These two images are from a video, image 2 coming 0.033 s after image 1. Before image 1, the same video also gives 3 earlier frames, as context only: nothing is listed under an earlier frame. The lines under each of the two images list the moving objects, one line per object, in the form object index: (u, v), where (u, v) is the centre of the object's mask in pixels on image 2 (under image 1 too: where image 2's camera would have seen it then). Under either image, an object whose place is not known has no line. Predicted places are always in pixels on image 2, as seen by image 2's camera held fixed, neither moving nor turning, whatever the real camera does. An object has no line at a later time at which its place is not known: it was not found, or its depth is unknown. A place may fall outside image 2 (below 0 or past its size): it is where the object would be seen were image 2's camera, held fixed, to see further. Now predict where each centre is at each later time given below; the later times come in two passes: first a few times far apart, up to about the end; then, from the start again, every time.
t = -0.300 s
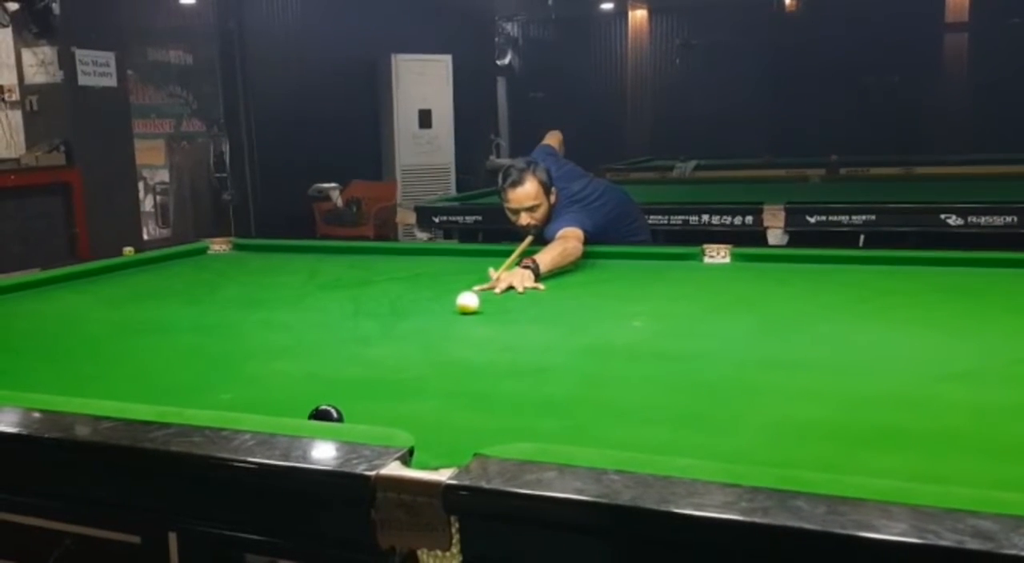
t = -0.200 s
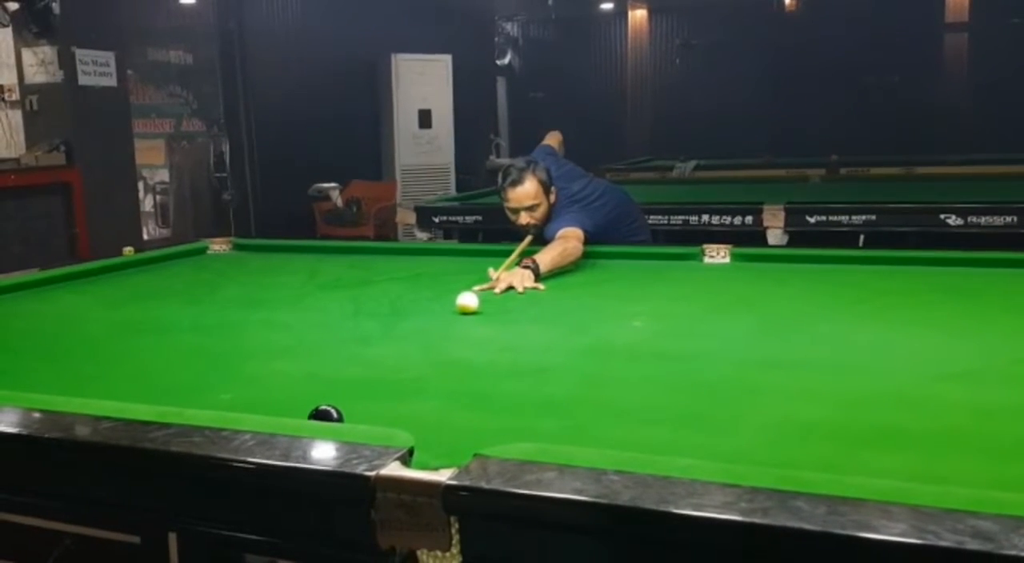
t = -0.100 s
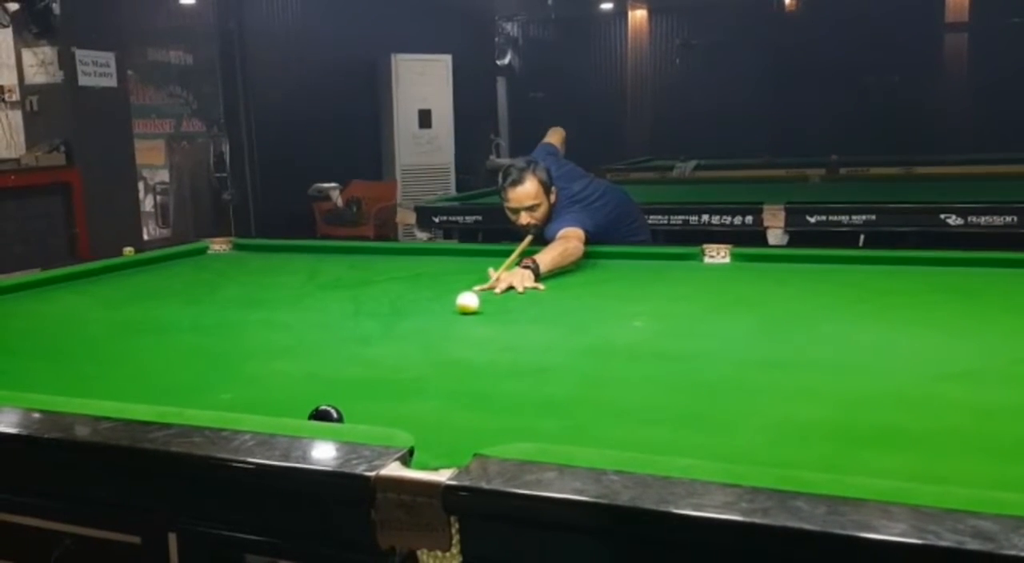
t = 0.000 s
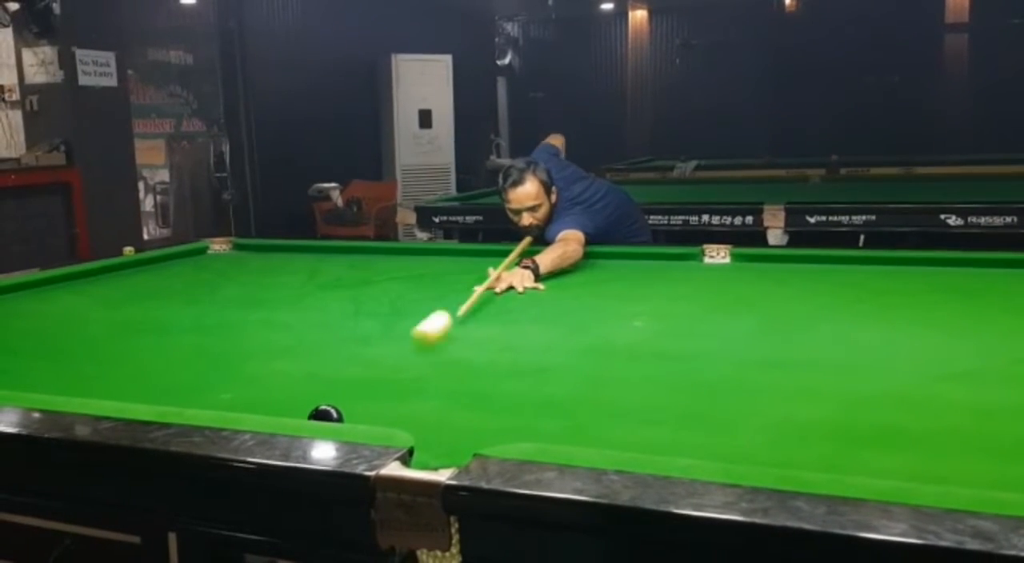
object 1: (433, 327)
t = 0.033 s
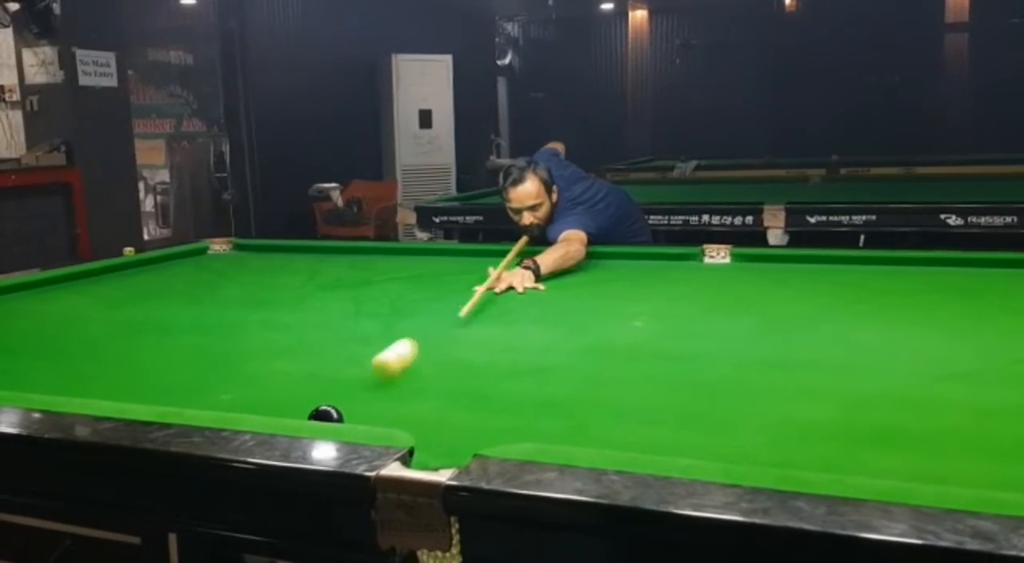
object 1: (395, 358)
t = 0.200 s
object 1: (249, 401)
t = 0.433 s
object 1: (211, 375)
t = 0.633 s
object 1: (186, 358)
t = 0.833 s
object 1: (165, 345)
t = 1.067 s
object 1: (144, 331)
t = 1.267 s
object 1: (128, 322)
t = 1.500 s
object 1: (113, 312)
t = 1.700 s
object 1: (101, 305)
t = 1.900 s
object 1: (91, 298)
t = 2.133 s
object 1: (80, 292)
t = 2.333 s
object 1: (72, 288)
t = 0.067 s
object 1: (351, 393)
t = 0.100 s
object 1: (305, 406)
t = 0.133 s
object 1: (270, 407)
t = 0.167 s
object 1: (257, 405)
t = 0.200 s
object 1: (249, 401)
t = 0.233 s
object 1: (243, 397)
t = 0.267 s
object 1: (237, 393)
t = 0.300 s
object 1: (231, 388)
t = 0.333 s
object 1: (225, 384)
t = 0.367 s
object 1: (220, 381)
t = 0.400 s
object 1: (216, 378)
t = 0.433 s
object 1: (211, 375)
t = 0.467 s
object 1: (207, 372)
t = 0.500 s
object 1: (202, 369)
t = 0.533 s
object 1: (198, 366)
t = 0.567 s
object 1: (194, 363)
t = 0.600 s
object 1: (190, 361)
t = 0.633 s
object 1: (186, 358)
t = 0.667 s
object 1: (183, 356)
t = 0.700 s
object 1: (179, 354)
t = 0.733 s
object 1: (175, 351)
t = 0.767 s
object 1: (172, 349)
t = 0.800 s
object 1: (168, 347)
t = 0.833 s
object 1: (165, 345)
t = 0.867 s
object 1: (162, 343)
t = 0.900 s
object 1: (159, 341)
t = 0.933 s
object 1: (156, 339)
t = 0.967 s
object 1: (152, 337)
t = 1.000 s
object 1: (150, 335)
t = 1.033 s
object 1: (147, 333)
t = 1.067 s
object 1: (144, 331)
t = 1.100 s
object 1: (141, 330)
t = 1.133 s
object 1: (139, 328)
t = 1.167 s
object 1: (136, 326)
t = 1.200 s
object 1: (134, 325)
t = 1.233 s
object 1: (131, 323)
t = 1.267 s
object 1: (128, 322)
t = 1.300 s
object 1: (126, 320)
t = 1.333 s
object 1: (124, 319)
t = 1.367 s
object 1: (121, 318)
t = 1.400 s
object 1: (119, 316)
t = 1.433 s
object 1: (117, 315)
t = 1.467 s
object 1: (115, 313)
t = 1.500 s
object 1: (113, 312)
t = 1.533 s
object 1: (111, 311)
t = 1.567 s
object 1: (109, 309)
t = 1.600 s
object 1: (107, 308)
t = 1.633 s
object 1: (105, 307)
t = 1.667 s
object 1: (103, 306)
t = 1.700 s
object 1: (101, 305)
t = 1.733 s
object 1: (100, 304)
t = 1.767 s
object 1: (98, 303)
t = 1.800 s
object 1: (96, 301)
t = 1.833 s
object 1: (94, 301)
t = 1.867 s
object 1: (92, 299)
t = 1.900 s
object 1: (91, 298)
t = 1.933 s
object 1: (89, 297)
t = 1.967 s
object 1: (87, 296)
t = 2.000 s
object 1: (86, 296)
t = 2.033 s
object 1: (84, 295)
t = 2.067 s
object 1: (83, 294)
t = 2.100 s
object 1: (81, 293)
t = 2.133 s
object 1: (80, 292)
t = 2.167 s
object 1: (78, 292)
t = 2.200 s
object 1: (77, 291)
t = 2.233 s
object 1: (76, 290)
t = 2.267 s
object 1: (74, 289)
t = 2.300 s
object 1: (73, 288)
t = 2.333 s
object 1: (72, 288)
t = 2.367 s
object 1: (70, 287)
